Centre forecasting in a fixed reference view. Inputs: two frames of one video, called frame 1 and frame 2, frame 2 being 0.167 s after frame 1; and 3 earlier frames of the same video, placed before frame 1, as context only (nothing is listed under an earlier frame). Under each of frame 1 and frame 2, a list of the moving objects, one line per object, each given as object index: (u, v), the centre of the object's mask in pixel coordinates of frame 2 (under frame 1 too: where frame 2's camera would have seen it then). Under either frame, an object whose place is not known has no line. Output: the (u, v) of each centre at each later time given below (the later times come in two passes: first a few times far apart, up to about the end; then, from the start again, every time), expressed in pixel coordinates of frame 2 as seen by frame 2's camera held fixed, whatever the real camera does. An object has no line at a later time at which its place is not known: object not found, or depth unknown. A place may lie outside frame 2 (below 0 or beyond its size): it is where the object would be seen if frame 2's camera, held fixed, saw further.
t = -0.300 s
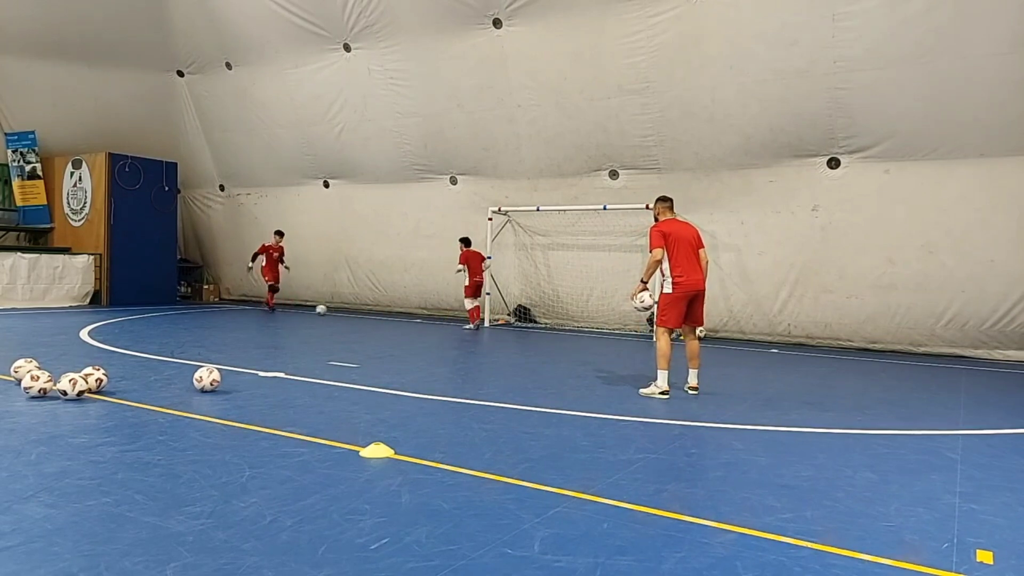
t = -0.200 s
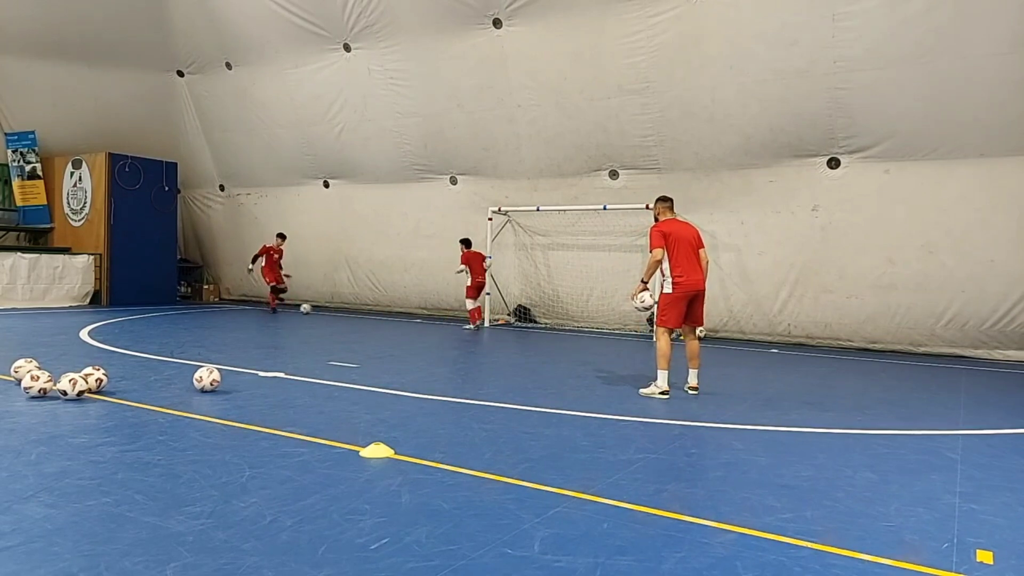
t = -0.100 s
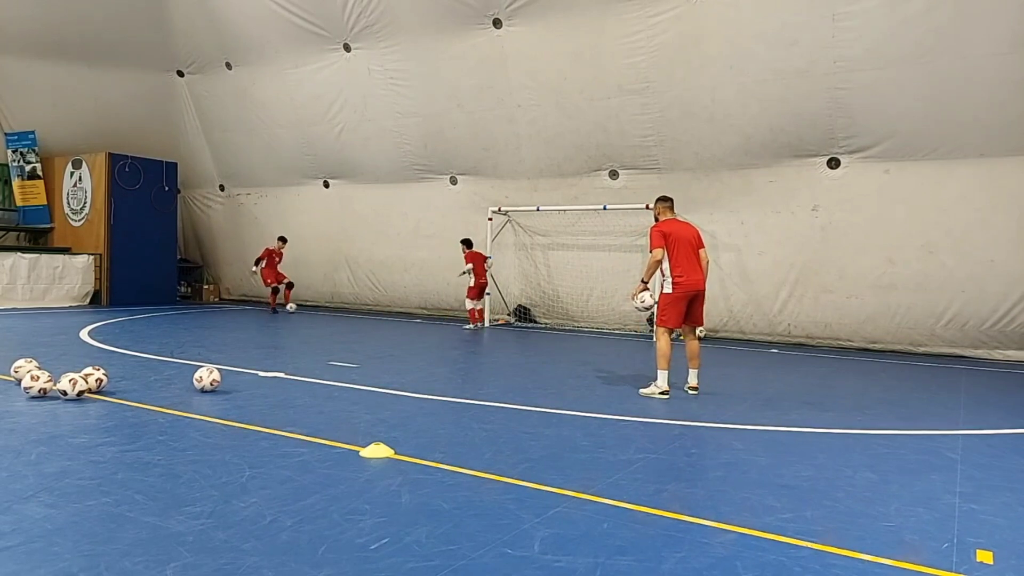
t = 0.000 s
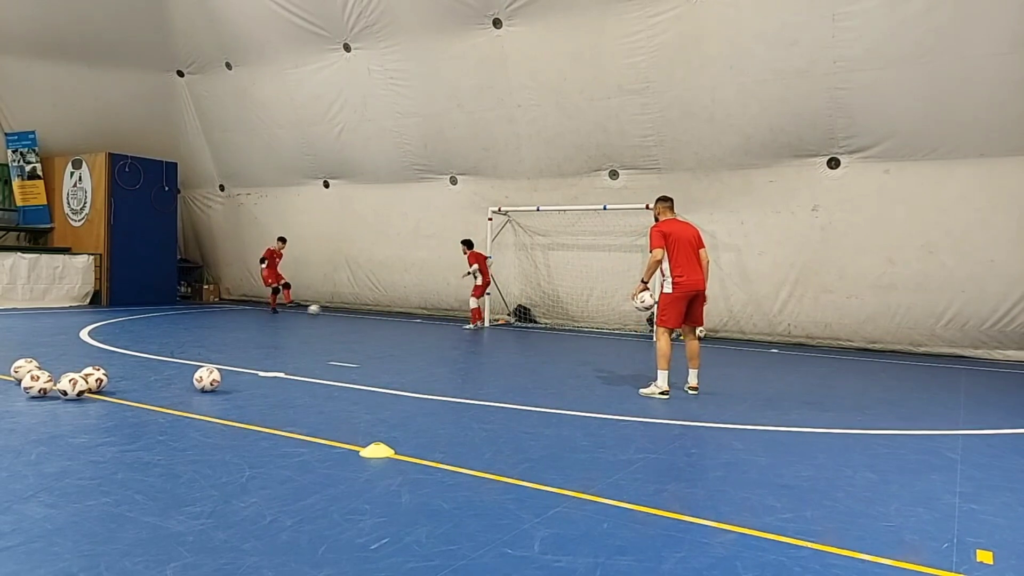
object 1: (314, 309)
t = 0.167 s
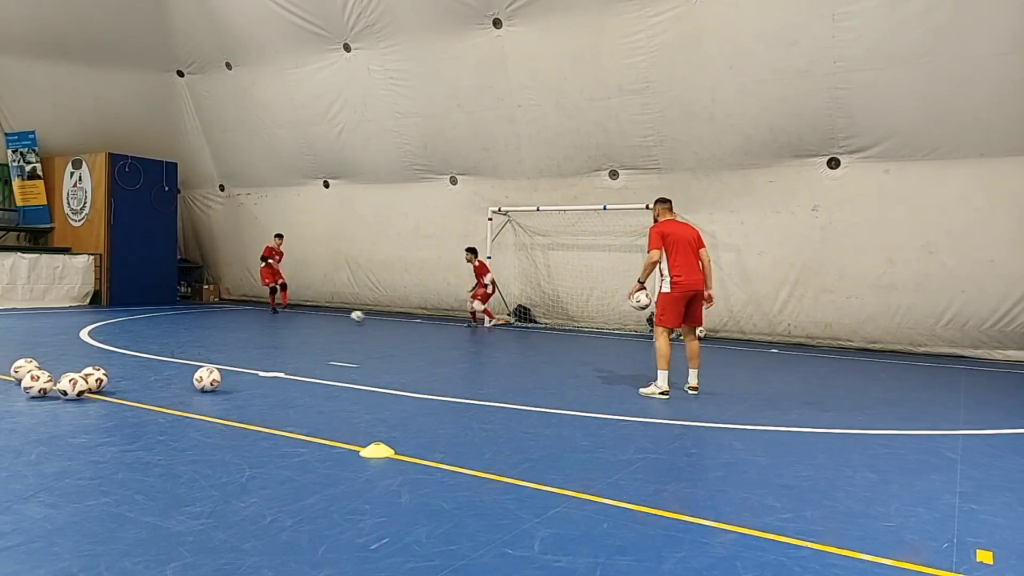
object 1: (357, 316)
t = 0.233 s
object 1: (375, 319)
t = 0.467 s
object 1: (440, 329)
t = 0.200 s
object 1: (365, 317)
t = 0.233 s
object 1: (375, 319)
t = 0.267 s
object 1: (384, 323)
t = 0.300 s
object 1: (393, 324)
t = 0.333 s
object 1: (402, 324)
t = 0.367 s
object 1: (412, 325)
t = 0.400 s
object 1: (421, 328)
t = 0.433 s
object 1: (430, 328)
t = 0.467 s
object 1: (440, 329)
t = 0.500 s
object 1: (450, 330)
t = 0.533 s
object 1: (460, 333)
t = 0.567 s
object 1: (469, 335)
